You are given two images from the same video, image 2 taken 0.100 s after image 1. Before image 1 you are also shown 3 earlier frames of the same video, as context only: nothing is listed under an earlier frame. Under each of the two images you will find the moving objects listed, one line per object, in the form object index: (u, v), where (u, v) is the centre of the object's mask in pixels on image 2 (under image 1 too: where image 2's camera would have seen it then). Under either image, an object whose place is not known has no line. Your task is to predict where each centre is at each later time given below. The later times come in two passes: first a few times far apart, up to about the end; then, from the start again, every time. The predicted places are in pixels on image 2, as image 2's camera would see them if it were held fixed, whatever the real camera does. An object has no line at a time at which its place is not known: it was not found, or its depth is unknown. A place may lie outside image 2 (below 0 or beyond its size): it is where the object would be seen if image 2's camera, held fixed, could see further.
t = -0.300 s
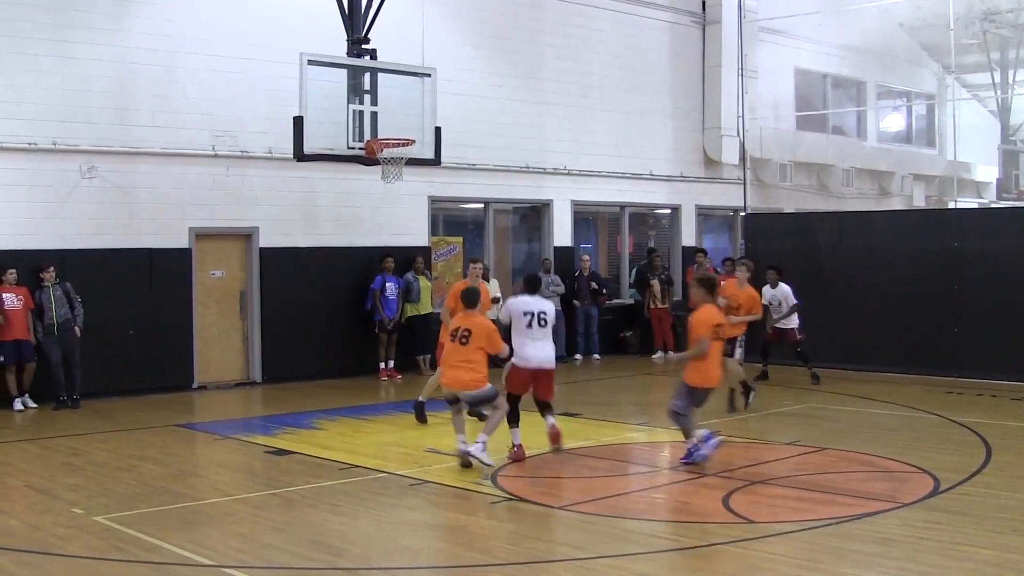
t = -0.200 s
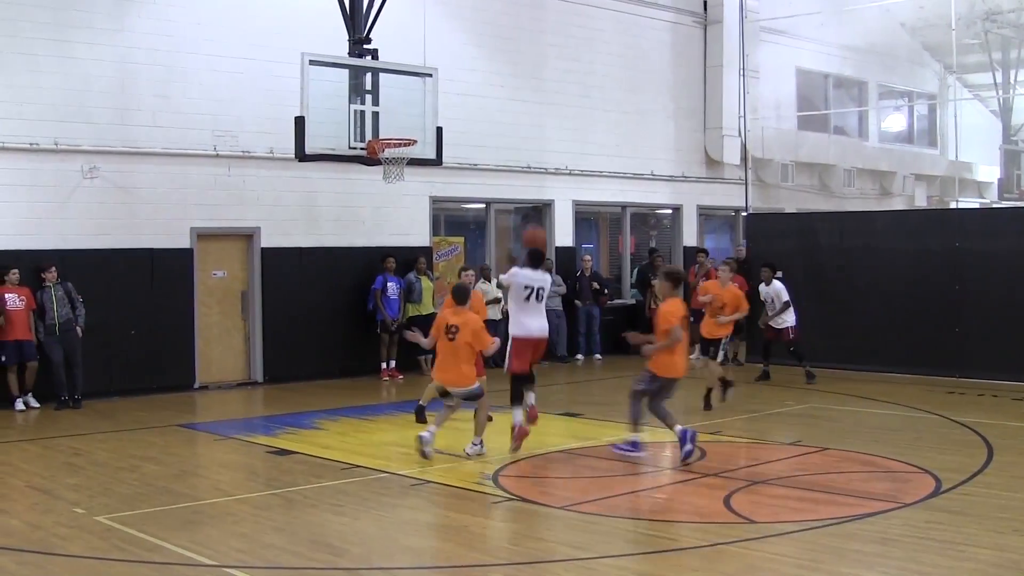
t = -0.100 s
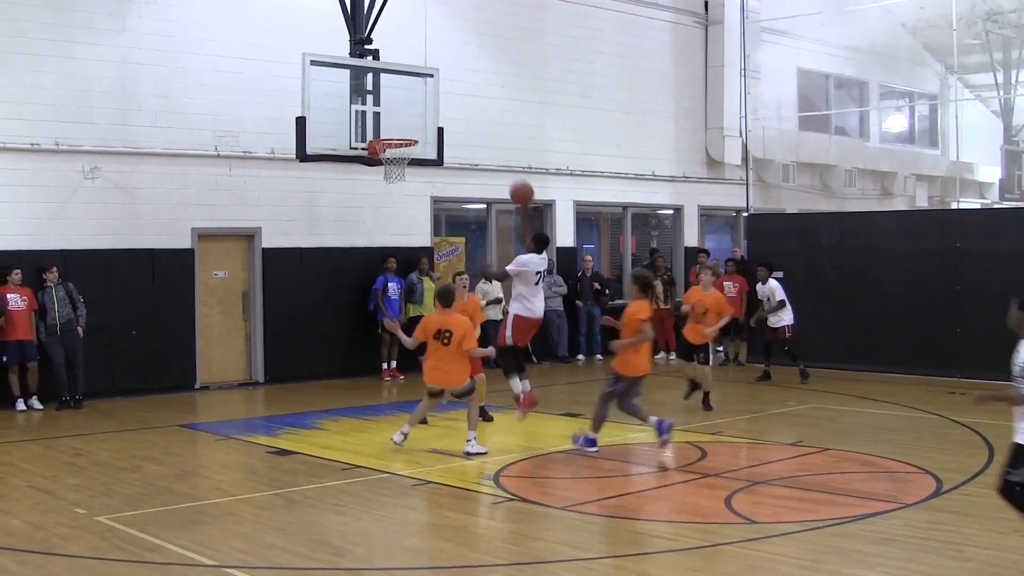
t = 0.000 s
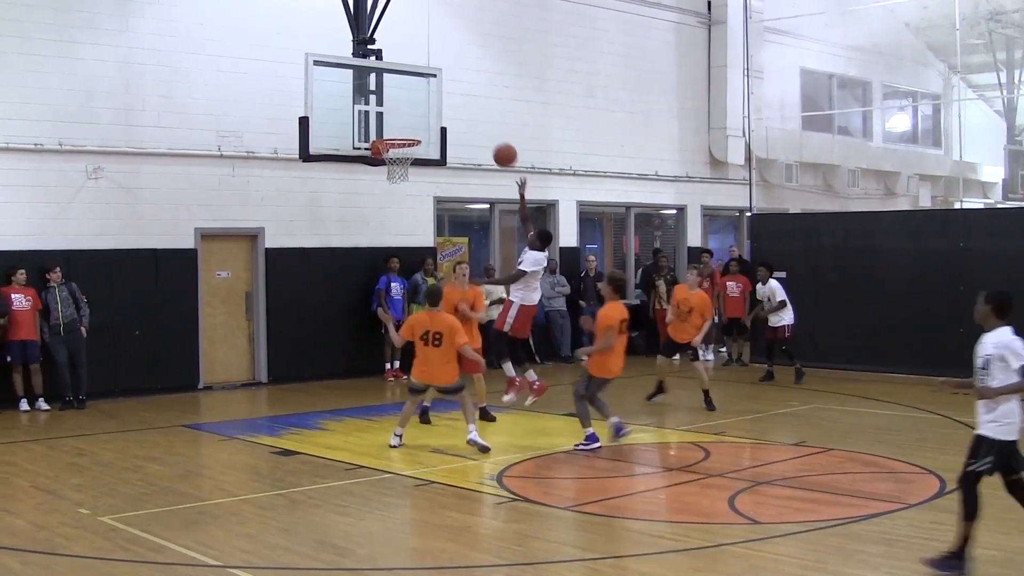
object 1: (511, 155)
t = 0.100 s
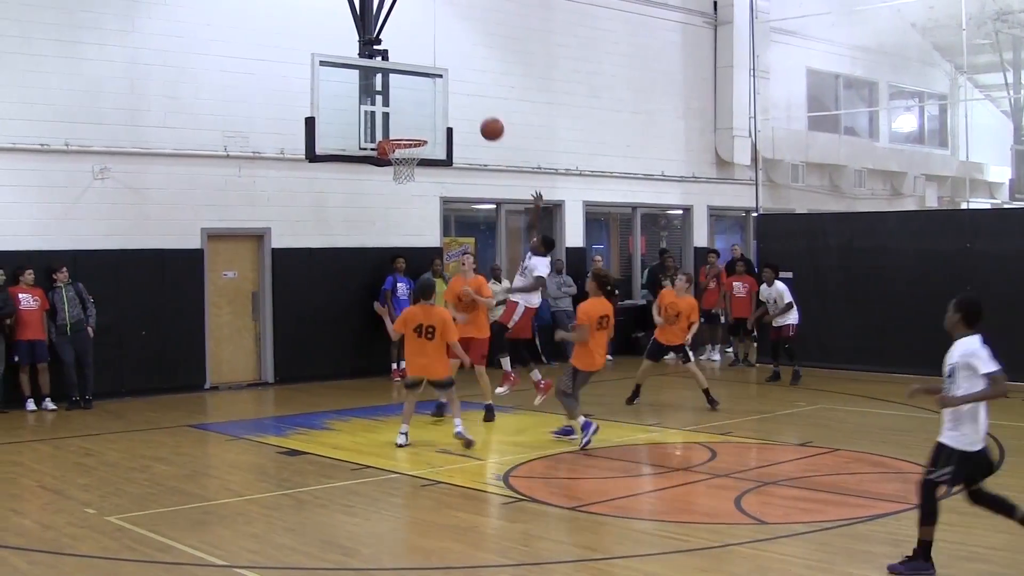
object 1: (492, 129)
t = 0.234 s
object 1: (468, 110)
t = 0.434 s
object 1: (435, 114)
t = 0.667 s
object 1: (398, 159)
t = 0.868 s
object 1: (395, 165)
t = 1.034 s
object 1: (394, 193)
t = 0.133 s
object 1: (486, 123)
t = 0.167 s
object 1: (480, 117)
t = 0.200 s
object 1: (474, 113)
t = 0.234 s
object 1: (468, 110)
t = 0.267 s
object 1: (462, 108)
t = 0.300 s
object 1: (457, 107)
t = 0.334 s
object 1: (451, 107)
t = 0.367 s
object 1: (446, 108)
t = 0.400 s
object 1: (440, 110)
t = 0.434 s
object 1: (435, 114)
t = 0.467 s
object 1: (429, 118)
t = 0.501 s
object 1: (424, 123)
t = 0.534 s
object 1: (419, 128)
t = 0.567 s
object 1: (414, 133)
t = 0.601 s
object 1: (409, 144)
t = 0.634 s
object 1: (403, 152)
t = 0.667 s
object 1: (398, 159)
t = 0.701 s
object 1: (397, 162)
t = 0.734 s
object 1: (396, 162)
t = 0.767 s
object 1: (396, 161)
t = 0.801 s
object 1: (396, 162)
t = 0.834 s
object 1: (396, 164)
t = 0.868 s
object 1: (395, 165)
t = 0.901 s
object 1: (395, 167)
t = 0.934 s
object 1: (394, 174)
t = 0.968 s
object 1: (394, 179)
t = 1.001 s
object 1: (394, 186)
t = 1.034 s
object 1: (394, 193)
